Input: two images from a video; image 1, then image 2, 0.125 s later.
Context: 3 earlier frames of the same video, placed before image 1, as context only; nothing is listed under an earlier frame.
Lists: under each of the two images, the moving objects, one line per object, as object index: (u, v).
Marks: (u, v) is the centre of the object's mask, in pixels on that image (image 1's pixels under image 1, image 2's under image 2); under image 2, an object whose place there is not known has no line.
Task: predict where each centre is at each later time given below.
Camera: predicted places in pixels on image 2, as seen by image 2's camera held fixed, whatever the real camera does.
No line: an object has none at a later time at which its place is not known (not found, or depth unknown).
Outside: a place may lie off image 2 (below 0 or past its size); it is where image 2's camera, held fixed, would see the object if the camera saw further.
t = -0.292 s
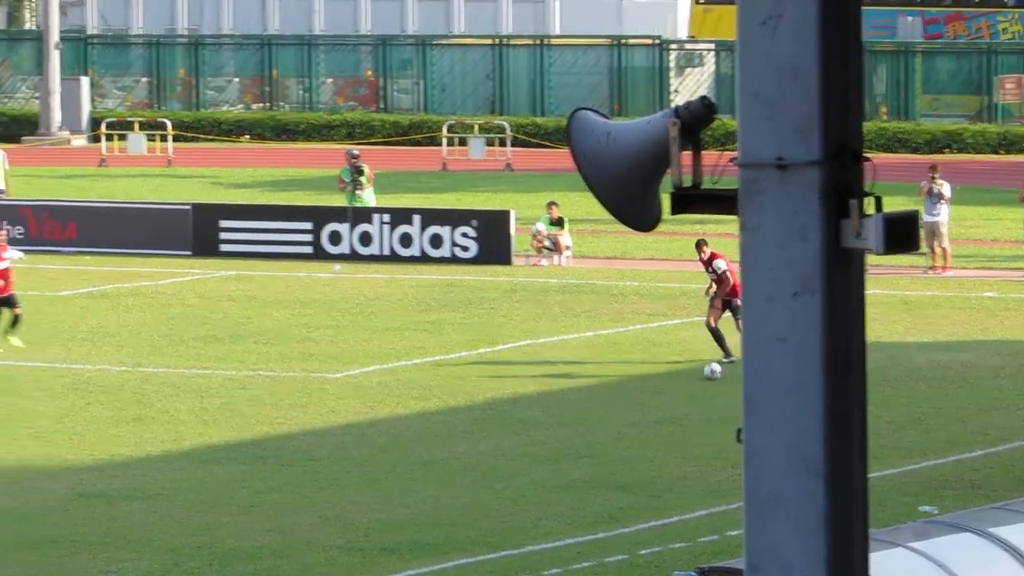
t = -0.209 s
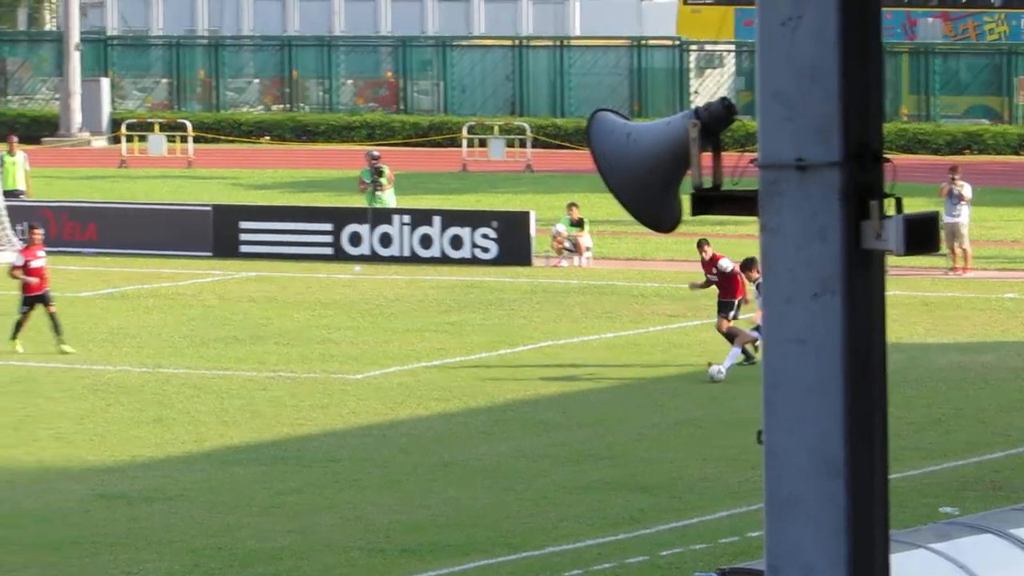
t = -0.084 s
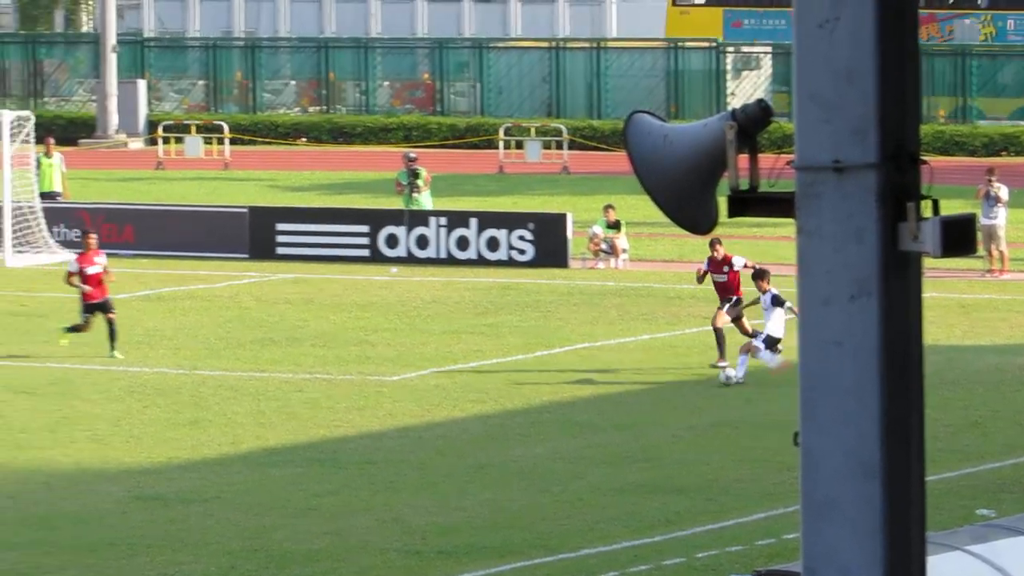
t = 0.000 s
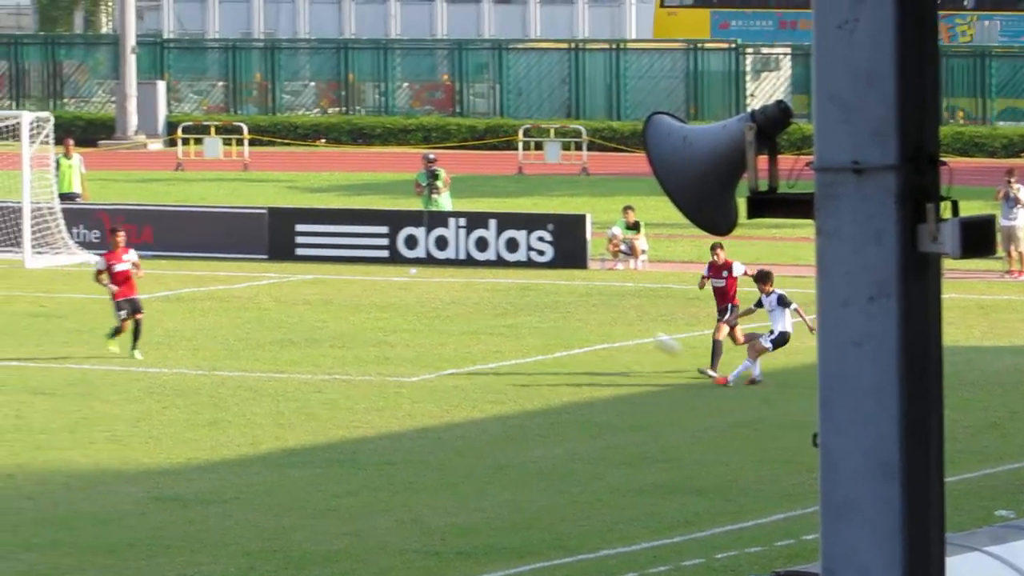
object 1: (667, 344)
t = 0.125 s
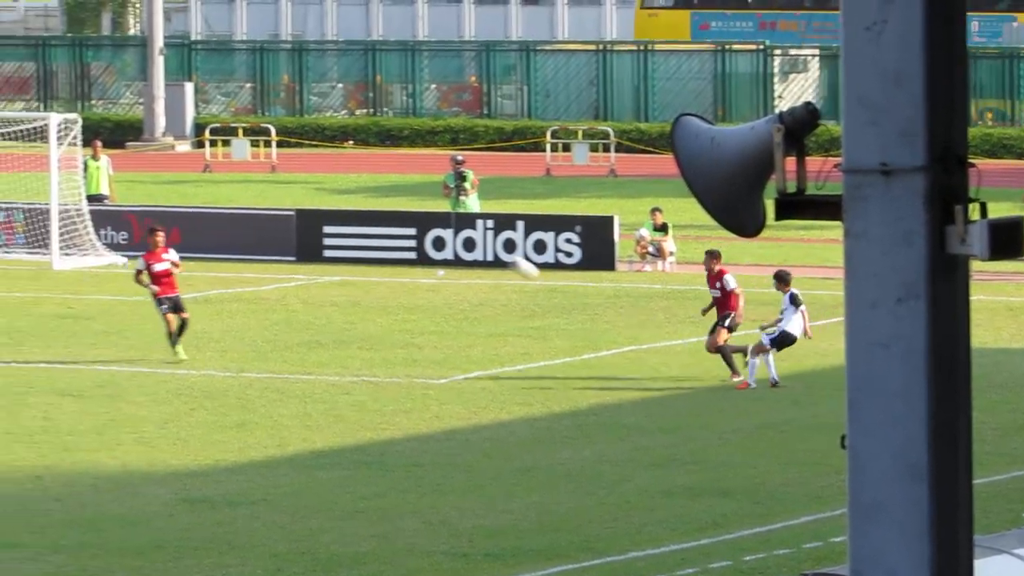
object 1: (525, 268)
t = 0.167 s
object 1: (472, 243)
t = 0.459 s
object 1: (145, 102)
